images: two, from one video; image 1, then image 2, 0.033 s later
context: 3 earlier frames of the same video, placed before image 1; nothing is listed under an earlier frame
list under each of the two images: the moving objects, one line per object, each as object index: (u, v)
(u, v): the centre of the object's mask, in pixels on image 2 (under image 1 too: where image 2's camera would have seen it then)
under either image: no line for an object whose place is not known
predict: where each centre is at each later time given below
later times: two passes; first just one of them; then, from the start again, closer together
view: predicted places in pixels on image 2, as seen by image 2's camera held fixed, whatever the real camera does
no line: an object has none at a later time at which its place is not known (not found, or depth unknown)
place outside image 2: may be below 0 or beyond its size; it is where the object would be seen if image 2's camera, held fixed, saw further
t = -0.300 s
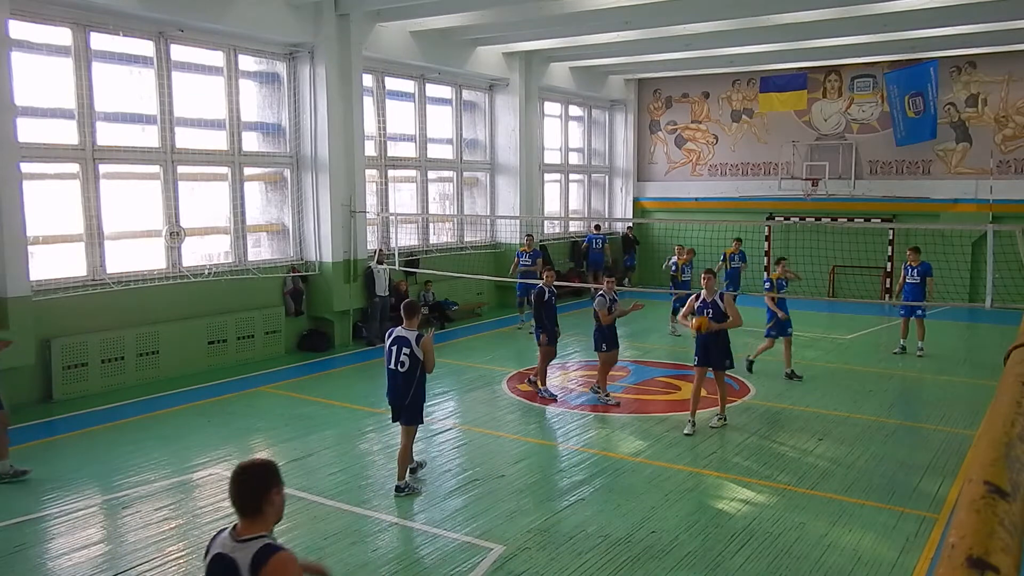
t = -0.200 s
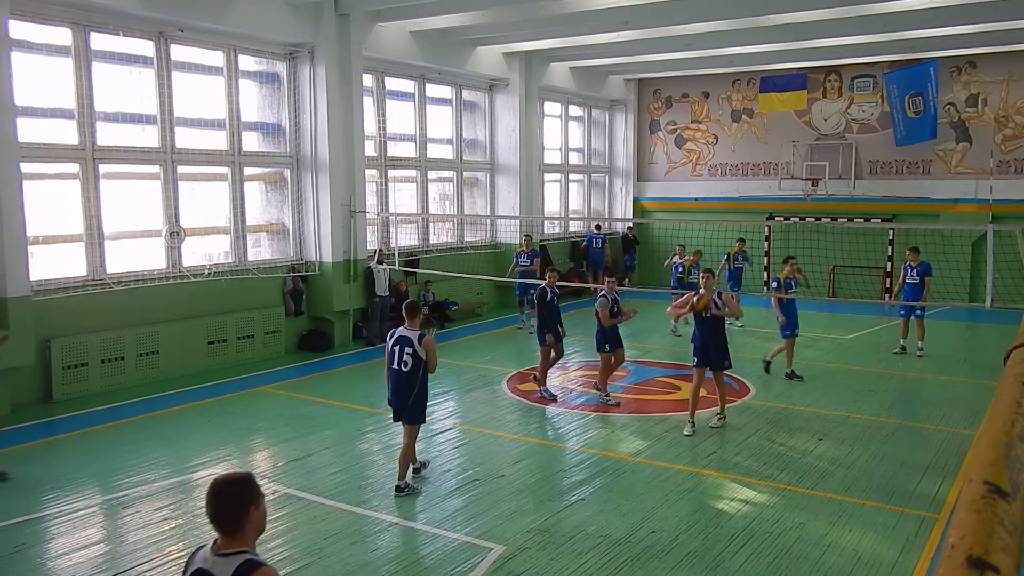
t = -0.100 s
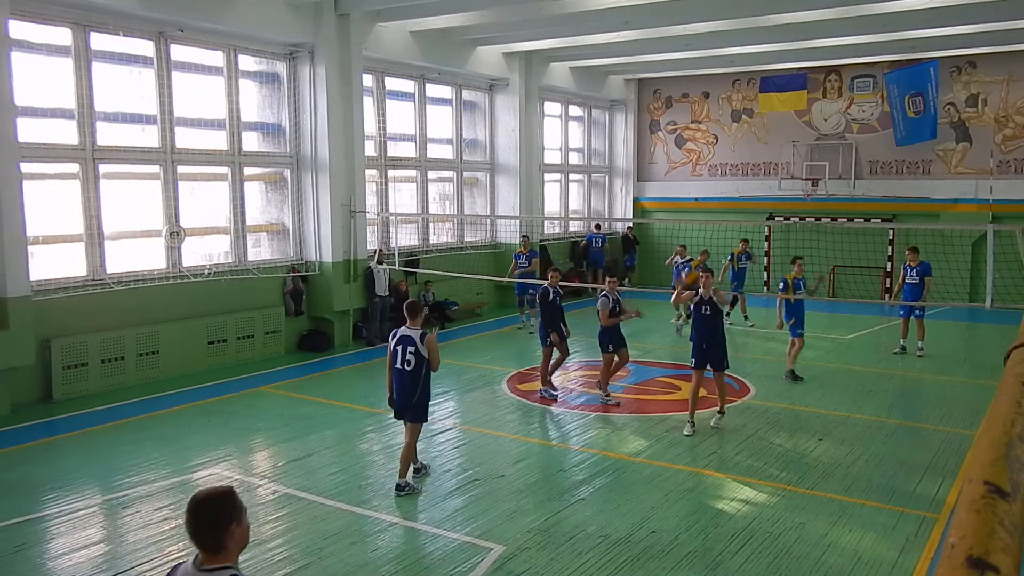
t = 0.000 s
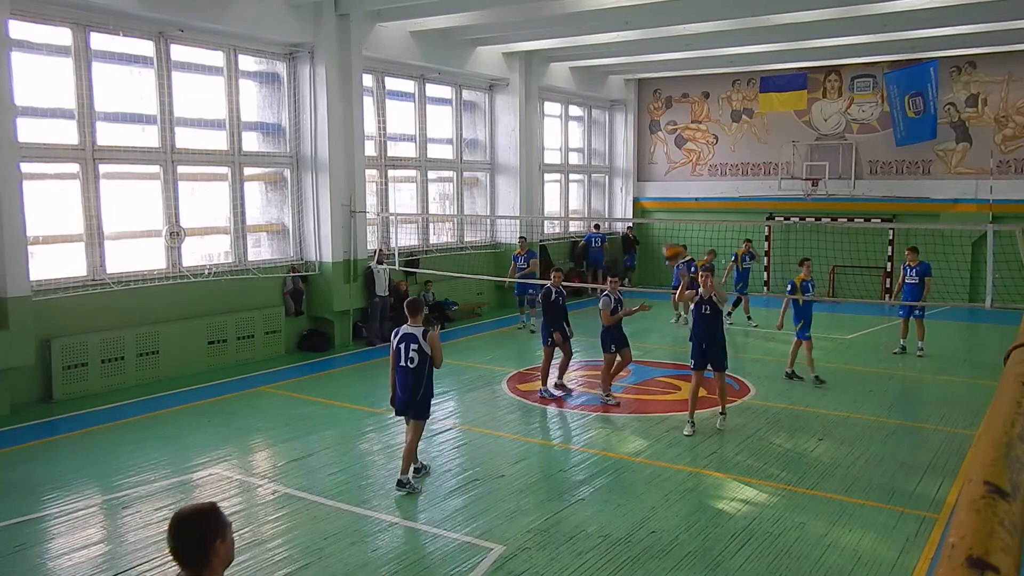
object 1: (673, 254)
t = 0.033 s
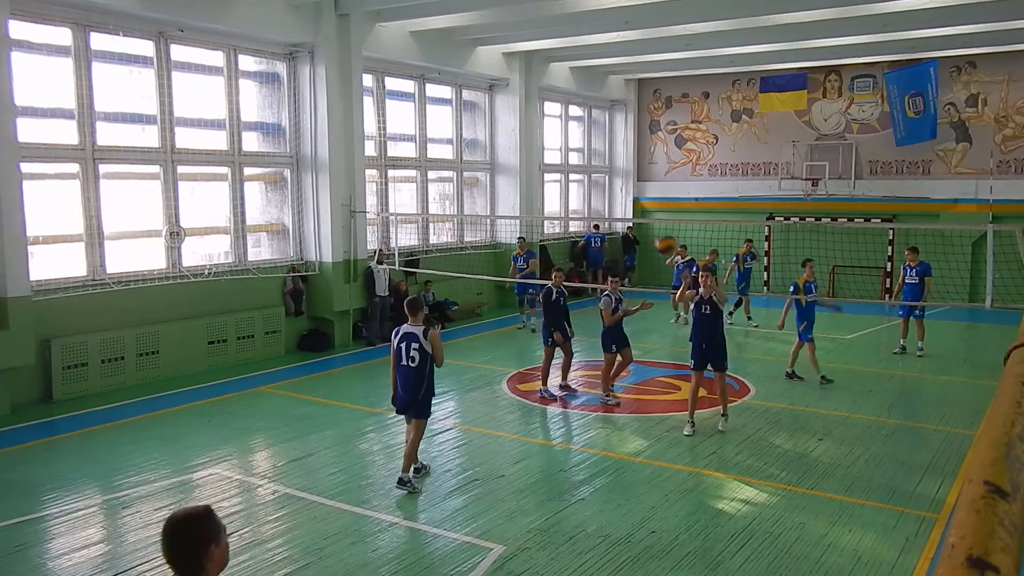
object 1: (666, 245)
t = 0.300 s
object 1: (591, 224)
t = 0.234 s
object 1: (613, 222)
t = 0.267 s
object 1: (602, 222)
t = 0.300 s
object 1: (591, 224)
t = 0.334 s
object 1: (578, 228)
